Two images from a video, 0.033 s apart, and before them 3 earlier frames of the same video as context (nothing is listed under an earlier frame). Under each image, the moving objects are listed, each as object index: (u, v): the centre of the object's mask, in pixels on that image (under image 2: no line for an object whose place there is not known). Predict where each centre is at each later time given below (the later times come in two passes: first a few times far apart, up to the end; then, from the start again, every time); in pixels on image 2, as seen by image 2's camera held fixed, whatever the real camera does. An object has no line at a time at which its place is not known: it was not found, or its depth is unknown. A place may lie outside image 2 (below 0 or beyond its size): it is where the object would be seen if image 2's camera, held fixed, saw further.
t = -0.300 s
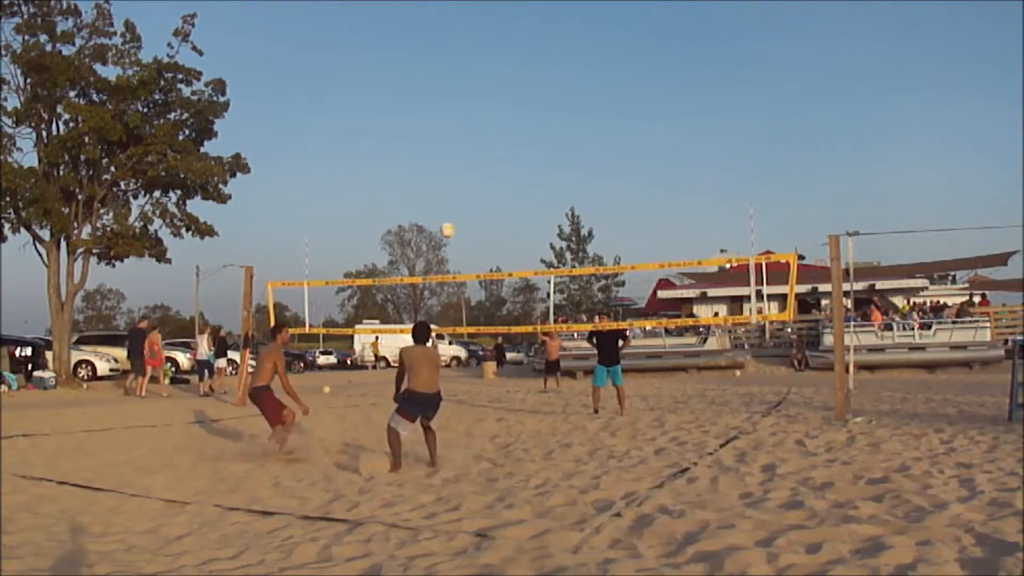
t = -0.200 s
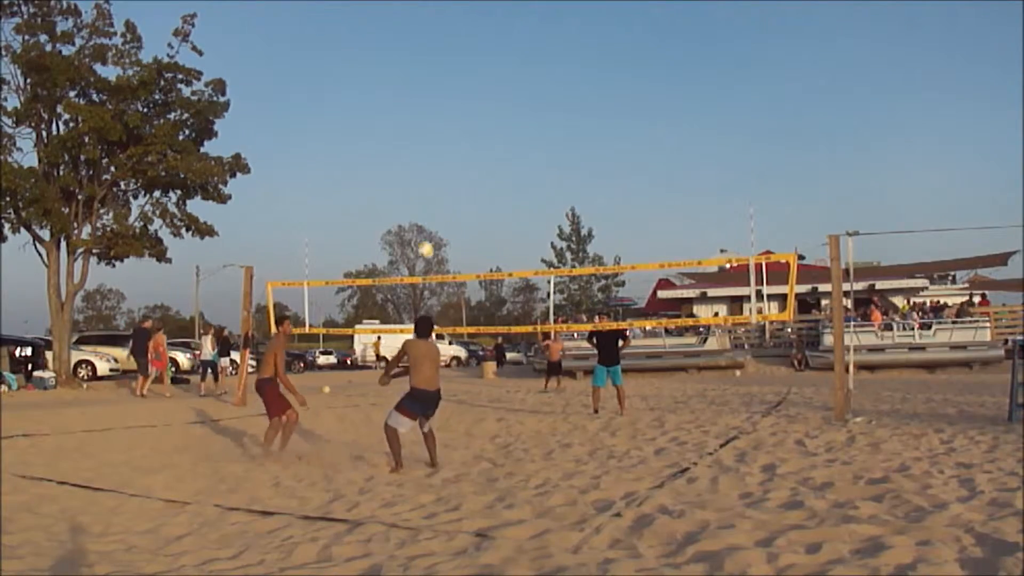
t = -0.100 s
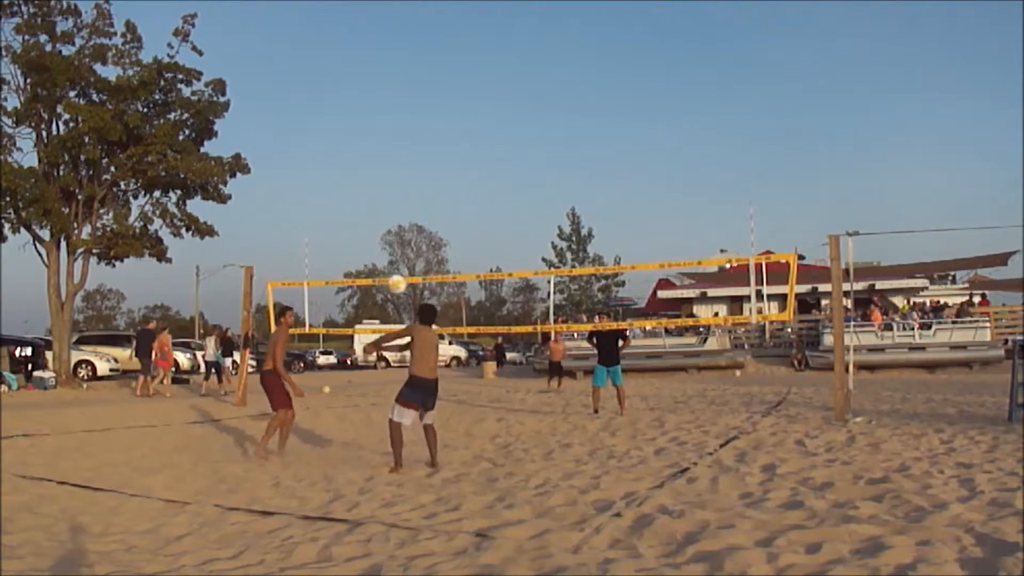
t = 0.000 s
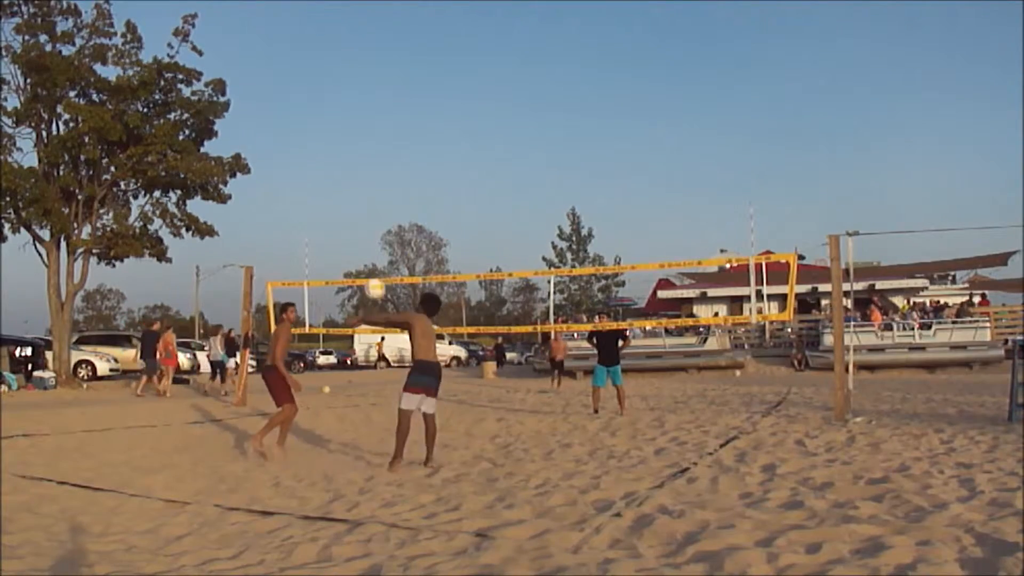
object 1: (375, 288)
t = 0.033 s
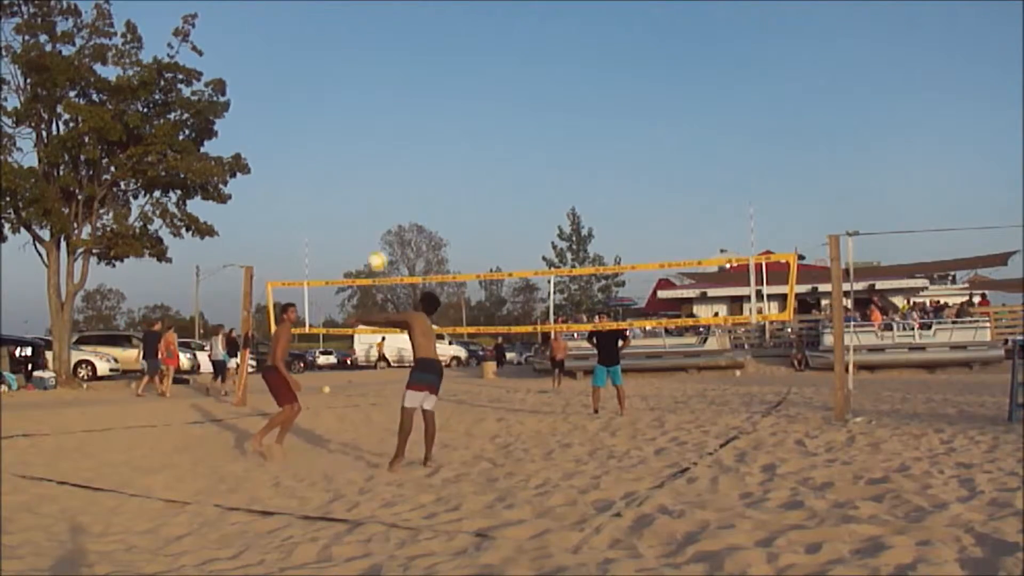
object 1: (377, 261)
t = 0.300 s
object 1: (395, 100)
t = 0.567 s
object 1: (409, 22)
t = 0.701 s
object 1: (414, 7)
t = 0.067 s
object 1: (378, 236)
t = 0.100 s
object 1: (381, 212)
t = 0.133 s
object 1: (383, 189)
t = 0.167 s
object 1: (385, 169)
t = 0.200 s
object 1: (388, 149)
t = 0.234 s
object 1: (390, 132)
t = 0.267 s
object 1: (393, 115)
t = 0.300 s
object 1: (395, 100)
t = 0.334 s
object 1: (396, 86)
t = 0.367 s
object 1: (399, 74)
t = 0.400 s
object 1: (401, 62)
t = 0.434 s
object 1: (402, 53)
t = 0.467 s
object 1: (404, 43)
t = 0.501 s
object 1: (406, 35)
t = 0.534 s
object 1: (408, 28)
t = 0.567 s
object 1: (409, 22)
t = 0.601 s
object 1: (410, 16)
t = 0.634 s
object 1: (411, 12)
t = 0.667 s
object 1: (413, 9)
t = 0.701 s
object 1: (414, 7)
